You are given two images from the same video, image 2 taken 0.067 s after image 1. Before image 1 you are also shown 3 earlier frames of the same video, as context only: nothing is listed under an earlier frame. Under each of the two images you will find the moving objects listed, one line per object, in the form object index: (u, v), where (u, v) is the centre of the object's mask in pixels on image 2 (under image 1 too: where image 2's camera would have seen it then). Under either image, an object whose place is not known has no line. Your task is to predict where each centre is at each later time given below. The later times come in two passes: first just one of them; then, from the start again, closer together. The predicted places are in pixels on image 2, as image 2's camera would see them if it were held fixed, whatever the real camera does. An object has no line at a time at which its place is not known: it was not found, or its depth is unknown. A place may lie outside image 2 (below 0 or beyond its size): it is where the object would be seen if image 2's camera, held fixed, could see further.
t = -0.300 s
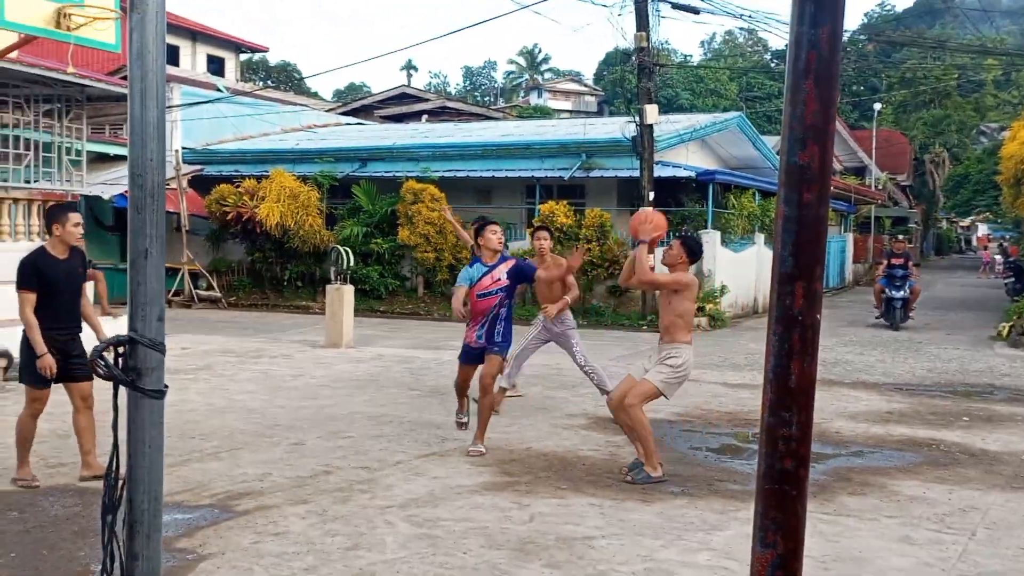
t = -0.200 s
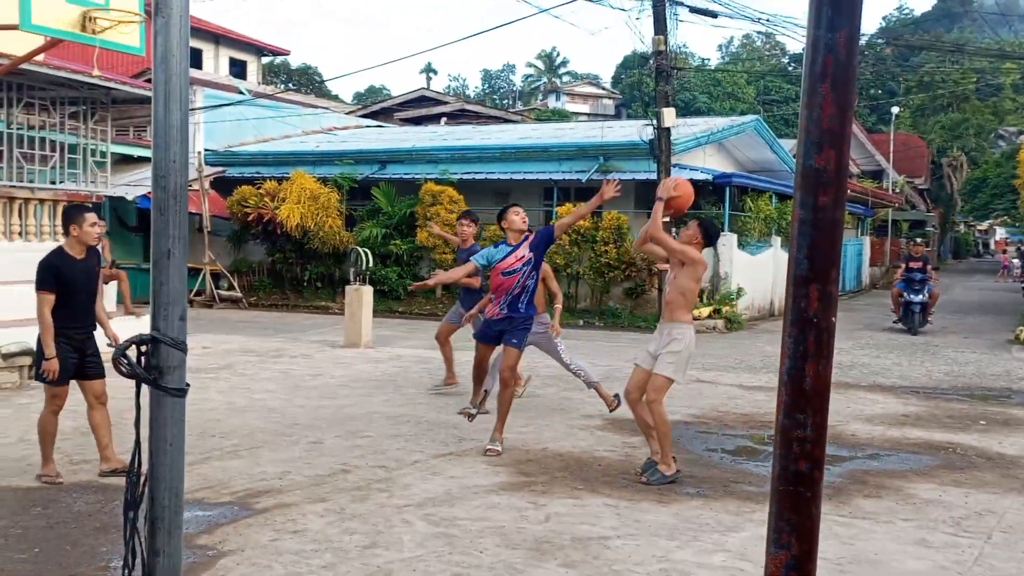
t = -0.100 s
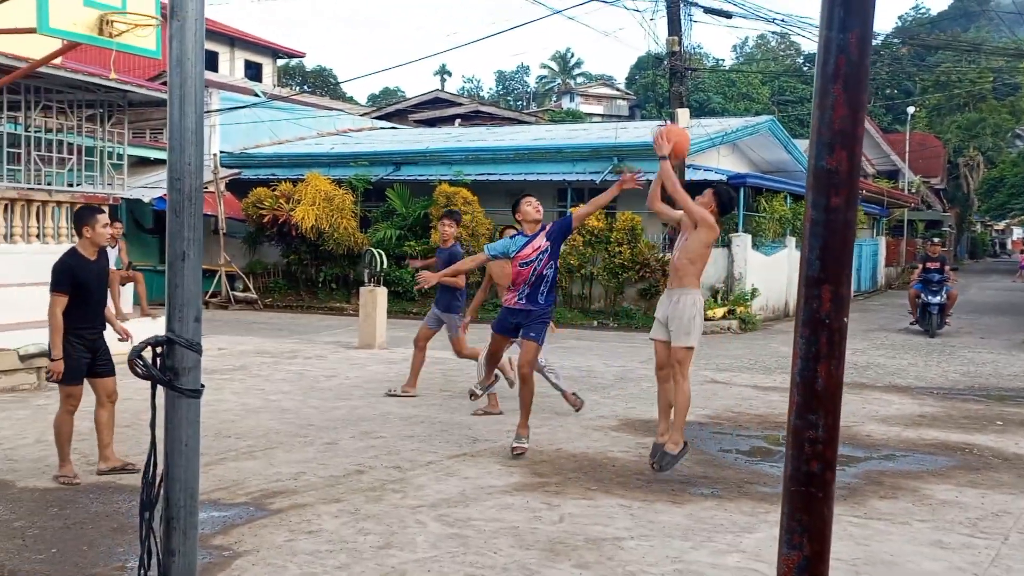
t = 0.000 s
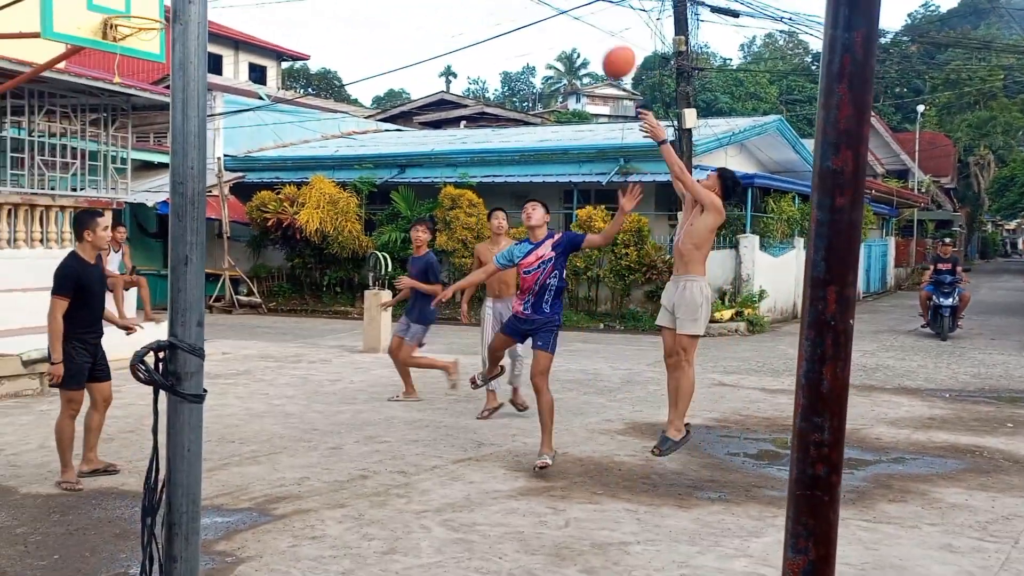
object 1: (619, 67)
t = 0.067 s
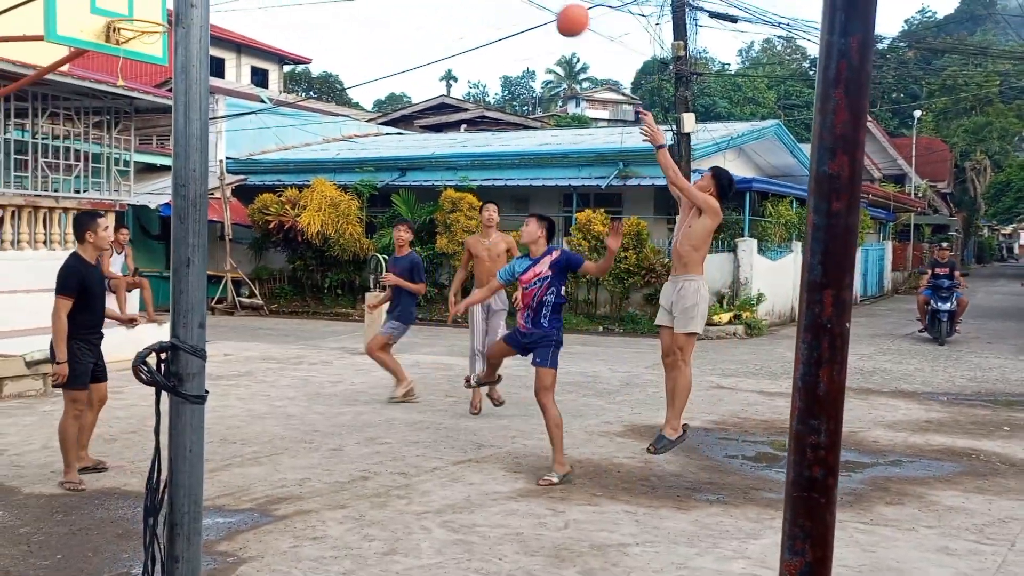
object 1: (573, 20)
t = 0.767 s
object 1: (167, -28)
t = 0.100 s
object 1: (550, 7)
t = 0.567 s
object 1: (272, -85)
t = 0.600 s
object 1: (255, -79)
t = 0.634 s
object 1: (238, -72)
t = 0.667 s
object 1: (223, -63)
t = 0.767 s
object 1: (167, -28)
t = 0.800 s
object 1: (156, -12)
